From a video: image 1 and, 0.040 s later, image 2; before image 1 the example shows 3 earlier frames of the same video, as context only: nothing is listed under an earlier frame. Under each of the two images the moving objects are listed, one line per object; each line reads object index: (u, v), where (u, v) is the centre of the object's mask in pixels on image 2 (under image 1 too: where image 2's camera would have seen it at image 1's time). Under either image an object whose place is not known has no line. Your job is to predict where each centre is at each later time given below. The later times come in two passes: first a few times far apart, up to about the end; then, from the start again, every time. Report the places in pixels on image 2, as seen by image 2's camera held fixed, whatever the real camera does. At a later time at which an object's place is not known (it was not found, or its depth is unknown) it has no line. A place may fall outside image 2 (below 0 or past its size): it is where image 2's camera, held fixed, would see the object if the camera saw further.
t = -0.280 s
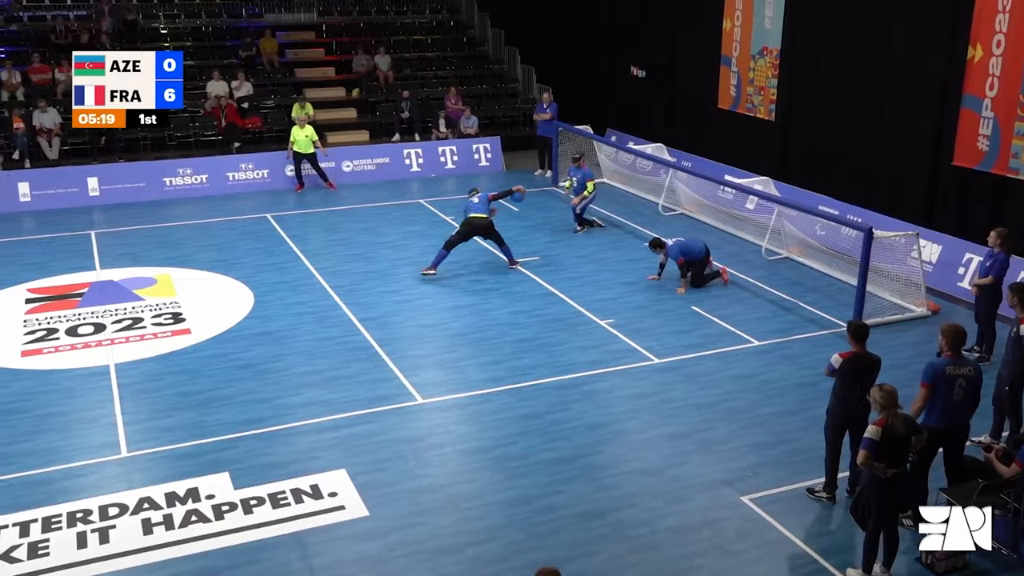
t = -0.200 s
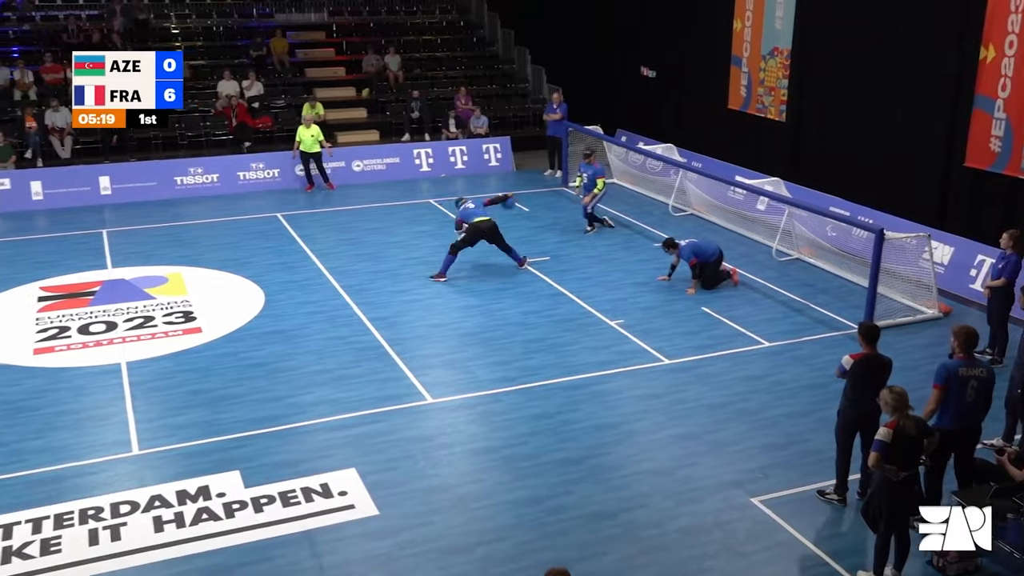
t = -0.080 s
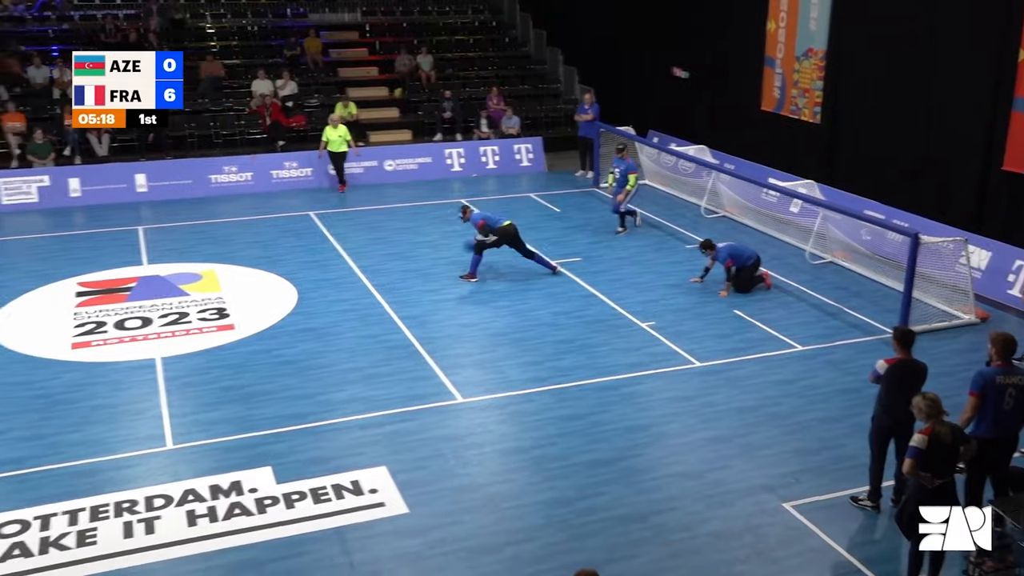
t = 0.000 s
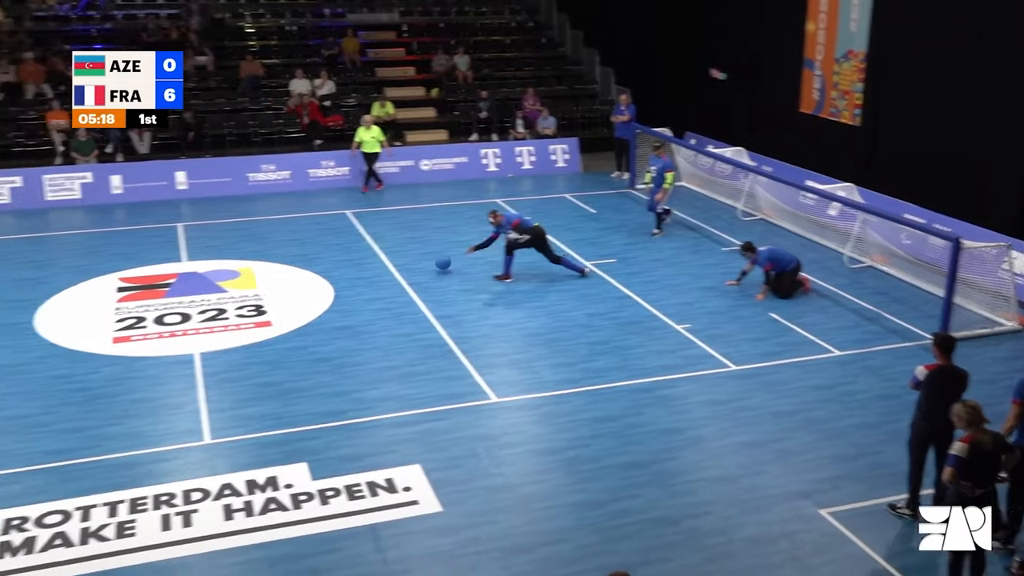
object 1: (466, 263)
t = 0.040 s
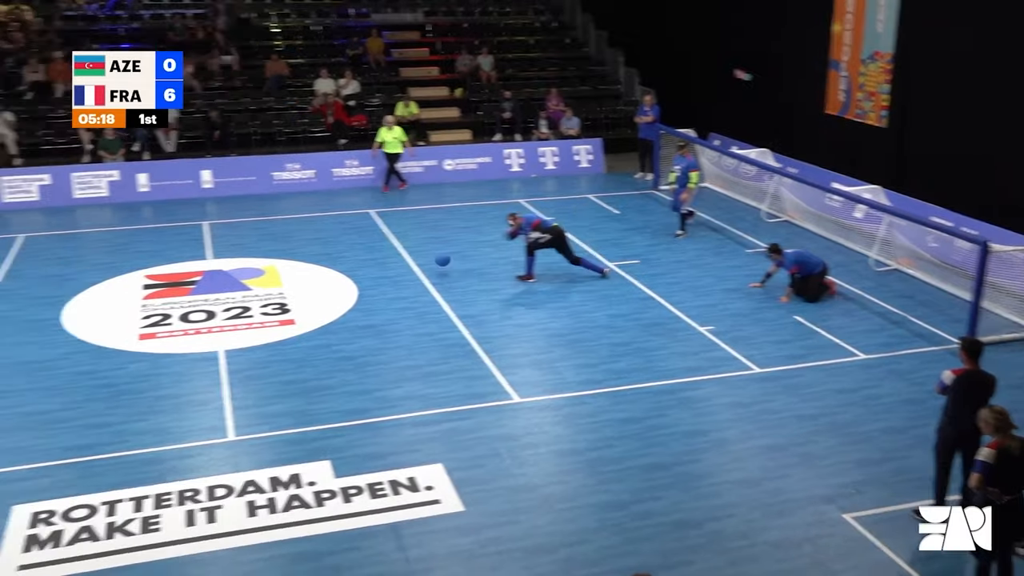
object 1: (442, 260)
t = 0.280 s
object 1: (291, 262)
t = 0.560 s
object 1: (96, 317)
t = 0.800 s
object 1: (-93, 330)
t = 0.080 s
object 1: (418, 257)
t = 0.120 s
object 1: (394, 255)
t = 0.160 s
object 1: (369, 256)
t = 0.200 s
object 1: (345, 257)
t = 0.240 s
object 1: (318, 259)
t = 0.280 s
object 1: (291, 262)
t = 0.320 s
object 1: (264, 265)
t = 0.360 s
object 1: (237, 271)
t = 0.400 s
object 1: (210, 278)
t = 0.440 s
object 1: (182, 286)
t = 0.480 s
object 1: (153, 296)
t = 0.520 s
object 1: (125, 308)
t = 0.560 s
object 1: (96, 317)
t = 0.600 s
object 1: (65, 316)
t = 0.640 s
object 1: (35, 317)
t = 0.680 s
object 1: (3, 318)
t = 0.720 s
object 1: (-28, 321)
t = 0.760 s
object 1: (-61, 325)
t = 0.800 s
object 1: (-93, 330)
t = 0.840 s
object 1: (-126, 336)
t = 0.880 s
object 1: (-159, 345)
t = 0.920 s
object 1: (-192, 357)
